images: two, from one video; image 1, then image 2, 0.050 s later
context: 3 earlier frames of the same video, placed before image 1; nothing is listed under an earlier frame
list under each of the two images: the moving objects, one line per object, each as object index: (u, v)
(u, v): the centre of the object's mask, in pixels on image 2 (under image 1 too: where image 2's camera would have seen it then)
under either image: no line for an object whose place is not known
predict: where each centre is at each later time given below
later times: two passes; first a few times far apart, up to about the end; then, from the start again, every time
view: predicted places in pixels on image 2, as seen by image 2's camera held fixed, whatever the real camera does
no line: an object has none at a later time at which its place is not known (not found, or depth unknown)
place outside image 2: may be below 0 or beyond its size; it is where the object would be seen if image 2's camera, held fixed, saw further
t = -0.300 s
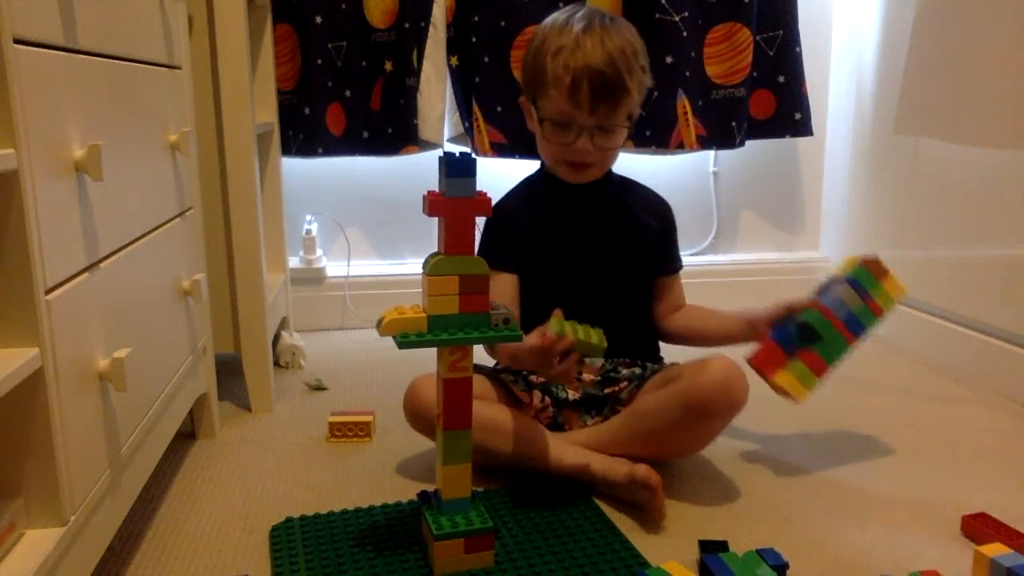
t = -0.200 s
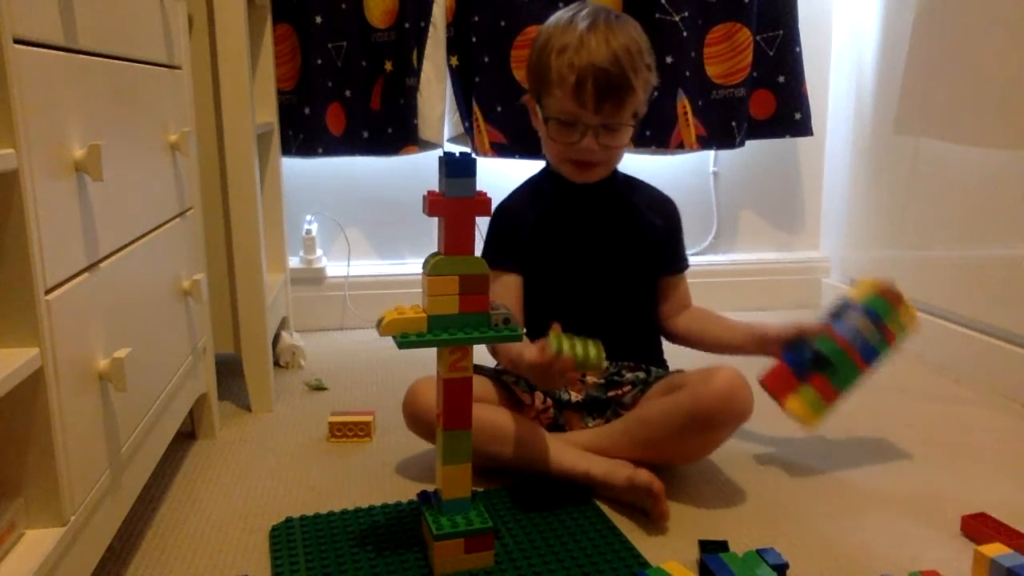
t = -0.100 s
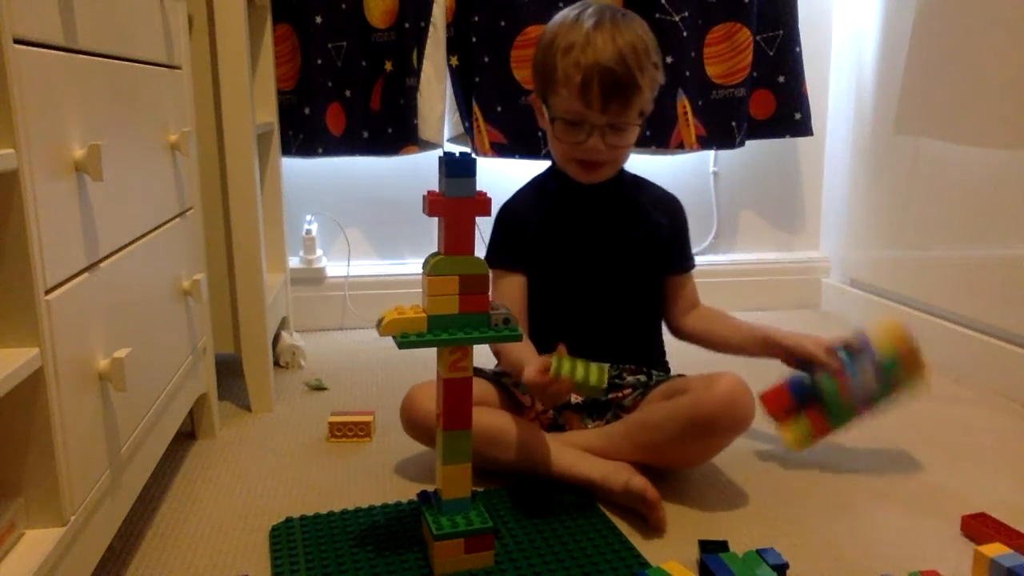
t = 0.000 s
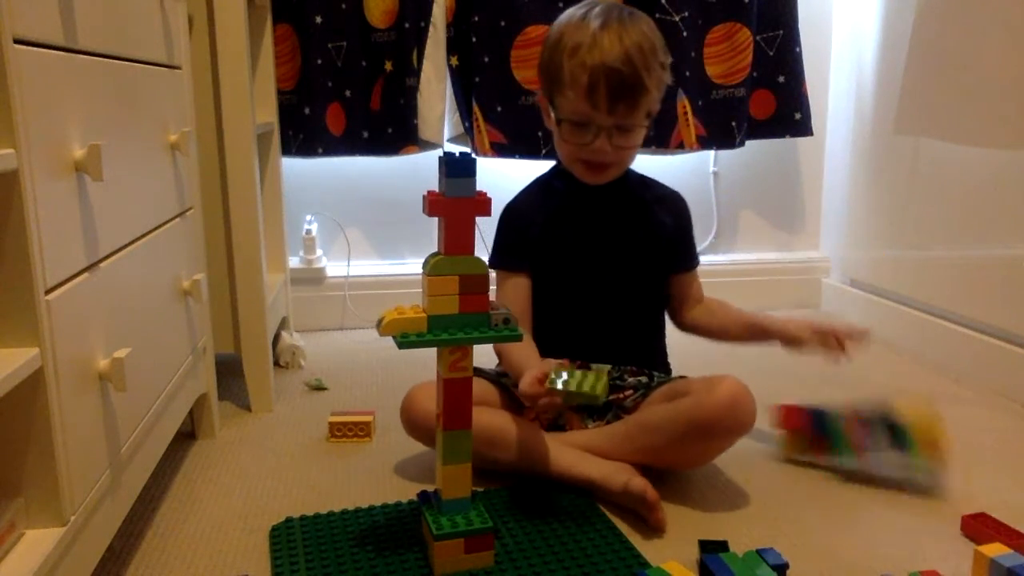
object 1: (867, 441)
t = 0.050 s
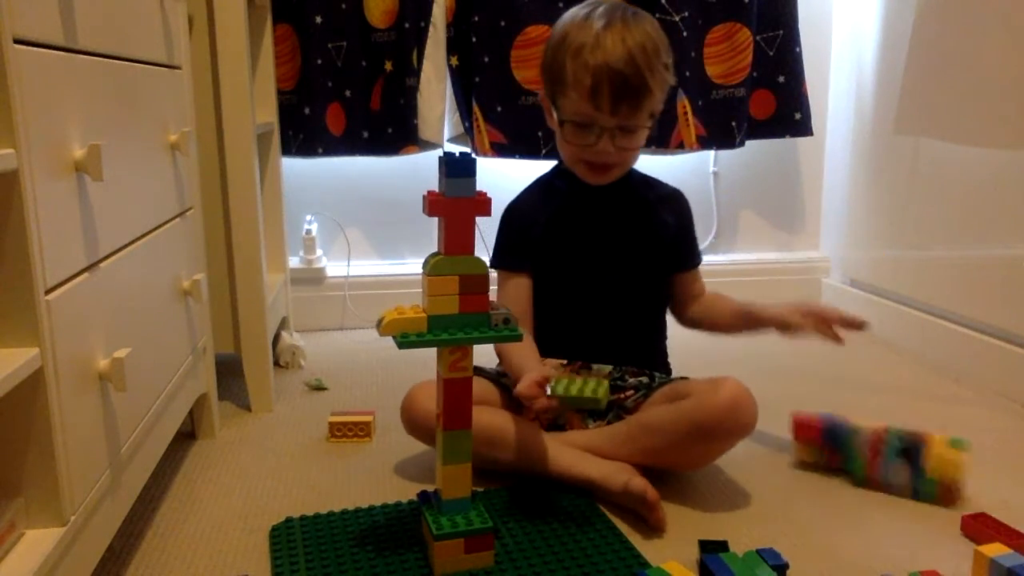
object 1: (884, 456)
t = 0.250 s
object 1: (909, 469)
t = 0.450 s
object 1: (910, 469)
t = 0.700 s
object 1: (910, 469)
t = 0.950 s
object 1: (910, 470)
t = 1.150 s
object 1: (910, 469)
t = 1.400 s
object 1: (910, 469)
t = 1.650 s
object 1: (910, 469)
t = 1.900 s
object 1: (910, 469)
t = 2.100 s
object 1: (910, 469)
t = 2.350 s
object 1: (910, 470)
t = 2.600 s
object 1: (911, 470)
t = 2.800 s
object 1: (911, 470)
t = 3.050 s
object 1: (910, 470)
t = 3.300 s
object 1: (910, 470)
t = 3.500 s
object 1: (911, 470)
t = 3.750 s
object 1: (910, 470)
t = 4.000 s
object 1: (911, 470)
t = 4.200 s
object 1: (911, 470)
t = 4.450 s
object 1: (910, 469)
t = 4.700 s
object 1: (910, 469)
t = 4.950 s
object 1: (910, 469)
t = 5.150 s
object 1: (910, 469)
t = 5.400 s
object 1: (910, 469)
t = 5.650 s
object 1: (910, 469)
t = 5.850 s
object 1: (910, 469)
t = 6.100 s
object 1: (910, 469)
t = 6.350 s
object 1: (910, 469)
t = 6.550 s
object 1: (910, 469)
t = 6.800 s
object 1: (910, 469)
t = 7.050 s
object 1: (910, 469)
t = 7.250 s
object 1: (910, 469)
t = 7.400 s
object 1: (910, 469)
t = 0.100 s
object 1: (894, 460)
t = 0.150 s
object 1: (900, 465)
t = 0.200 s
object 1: (906, 467)
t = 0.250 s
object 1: (909, 469)
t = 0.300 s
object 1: (910, 469)
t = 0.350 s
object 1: (910, 469)
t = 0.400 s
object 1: (910, 469)
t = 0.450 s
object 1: (910, 469)
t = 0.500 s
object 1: (910, 469)
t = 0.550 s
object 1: (910, 469)
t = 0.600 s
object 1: (910, 469)
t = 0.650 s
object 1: (910, 469)
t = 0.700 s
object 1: (910, 469)
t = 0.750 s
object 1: (910, 469)
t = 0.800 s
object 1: (910, 469)
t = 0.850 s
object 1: (910, 469)
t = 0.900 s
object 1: (910, 469)
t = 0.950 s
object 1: (910, 470)
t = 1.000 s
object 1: (910, 469)
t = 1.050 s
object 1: (910, 470)
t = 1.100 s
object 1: (910, 468)
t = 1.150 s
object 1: (910, 469)
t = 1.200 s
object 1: (910, 469)
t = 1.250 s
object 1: (910, 470)
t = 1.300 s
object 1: (910, 469)
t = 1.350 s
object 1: (910, 469)
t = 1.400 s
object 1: (910, 469)
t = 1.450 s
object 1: (910, 470)
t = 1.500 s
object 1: (910, 469)
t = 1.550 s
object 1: (910, 469)
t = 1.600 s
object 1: (910, 469)
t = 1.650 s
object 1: (910, 469)
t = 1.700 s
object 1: (910, 470)
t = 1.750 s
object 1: (910, 469)
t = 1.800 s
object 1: (910, 469)
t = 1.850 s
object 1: (910, 469)
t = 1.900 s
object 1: (910, 469)
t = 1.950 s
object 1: (910, 469)
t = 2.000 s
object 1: (910, 469)
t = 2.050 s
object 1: (910, 470)
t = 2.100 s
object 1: (910, 469)
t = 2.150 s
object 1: (910, 469)
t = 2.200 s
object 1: (910, 470)
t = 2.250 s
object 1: (910, 469)
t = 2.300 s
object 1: (910, 469)
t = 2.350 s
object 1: (910, 470)
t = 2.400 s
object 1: (911, 470)
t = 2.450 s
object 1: (910, 470)
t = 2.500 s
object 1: (910, 470)
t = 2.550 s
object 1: (910, 470)
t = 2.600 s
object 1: (911, 470)
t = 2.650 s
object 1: (910, 470)
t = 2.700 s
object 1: (910, 470)
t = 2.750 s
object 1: (910, 470)
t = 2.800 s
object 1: (911, 470)
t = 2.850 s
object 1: (910, 470)
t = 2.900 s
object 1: (910, 470)
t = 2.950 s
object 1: (910, 469)
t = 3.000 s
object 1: (911, 470)
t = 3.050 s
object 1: (910, 470)
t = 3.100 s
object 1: (910, 470)
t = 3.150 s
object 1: (910, 469)
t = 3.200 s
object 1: (911, 470)
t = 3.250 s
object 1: (910, 469)
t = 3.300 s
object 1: (910, 470)
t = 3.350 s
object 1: (910, 470)
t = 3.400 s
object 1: (910, 470)
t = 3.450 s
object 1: (910, 469)
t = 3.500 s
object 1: (911, 470)
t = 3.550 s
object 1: (910, 470)
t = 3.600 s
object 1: (910, 469)
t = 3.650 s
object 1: (911, 470)
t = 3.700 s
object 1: (910, 469)
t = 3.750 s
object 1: (910, 470)
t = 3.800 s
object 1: (910, 469)
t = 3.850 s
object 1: (911, 470)
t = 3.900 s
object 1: (910, 470)
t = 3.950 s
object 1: (910, 470)
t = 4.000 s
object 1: (911, 470)
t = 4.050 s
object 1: (910, 470)
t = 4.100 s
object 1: (910, 470)
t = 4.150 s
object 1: (910, 470)
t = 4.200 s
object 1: (911, 470)
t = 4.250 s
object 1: (910, 469)
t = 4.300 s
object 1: (910, 469)
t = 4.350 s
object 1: (911, 470)
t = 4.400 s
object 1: (910, 470)
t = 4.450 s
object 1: (910, 469)
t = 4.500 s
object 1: (910, 470)
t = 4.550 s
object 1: (910, 469)
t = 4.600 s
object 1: (910, 469)
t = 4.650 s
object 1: (910, 469)
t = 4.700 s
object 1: (910, 469)
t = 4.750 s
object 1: (910, 469)
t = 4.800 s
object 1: (910, 469)
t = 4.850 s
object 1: (910, 469)
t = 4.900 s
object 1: (910, 469)
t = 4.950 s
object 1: (910, 469)
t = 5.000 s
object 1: (910, 469)
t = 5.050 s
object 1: (910, 469)
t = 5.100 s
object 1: (910, 469)
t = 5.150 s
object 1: (910, 469)
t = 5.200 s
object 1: (910, 469)
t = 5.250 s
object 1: (910, 469)
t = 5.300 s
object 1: (910, 469)
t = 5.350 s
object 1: (910, 469)
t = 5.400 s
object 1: (910, 469)
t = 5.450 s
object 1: (910, 469)
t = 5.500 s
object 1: (910, 469)
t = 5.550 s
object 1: (910, 469)
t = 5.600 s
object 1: (910, 469)
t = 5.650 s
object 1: (910, 469)
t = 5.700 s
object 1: (910, 469)
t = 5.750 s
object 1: (910, 469)
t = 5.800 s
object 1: (910, 469)
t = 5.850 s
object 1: (910, 469)
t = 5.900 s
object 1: (910, 469)
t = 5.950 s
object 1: (910, 469)
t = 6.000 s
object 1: (910, 469)
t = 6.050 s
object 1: (910, 469)
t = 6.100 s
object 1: (910, 469)
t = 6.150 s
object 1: (910, 469)
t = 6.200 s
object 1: (910, 469)
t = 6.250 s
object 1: (910, 469)
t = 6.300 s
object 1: (910, 469)
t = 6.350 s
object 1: (910, 469)
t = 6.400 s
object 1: (910, 469)
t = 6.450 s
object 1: (910, 469)
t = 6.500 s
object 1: (910, 469)
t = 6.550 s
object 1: (910, 469)
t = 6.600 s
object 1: (910, 469)
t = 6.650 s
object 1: (910, 469)
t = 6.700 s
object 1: (910, 469)
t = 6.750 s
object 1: (910, 469)
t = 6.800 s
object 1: (910, 469)
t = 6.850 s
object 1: (910, 469)
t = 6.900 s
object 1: (910, 469)
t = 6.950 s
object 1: (910, 469)
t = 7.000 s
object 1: (910, 469)
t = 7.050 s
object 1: (910, 469)
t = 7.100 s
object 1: (910, 469)
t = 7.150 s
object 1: (910, 469)
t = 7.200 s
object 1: (910, 469)
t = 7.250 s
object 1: (910, 469)
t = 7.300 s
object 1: (910, 469)
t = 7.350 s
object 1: (910, 469)
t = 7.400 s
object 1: (910, 469)
